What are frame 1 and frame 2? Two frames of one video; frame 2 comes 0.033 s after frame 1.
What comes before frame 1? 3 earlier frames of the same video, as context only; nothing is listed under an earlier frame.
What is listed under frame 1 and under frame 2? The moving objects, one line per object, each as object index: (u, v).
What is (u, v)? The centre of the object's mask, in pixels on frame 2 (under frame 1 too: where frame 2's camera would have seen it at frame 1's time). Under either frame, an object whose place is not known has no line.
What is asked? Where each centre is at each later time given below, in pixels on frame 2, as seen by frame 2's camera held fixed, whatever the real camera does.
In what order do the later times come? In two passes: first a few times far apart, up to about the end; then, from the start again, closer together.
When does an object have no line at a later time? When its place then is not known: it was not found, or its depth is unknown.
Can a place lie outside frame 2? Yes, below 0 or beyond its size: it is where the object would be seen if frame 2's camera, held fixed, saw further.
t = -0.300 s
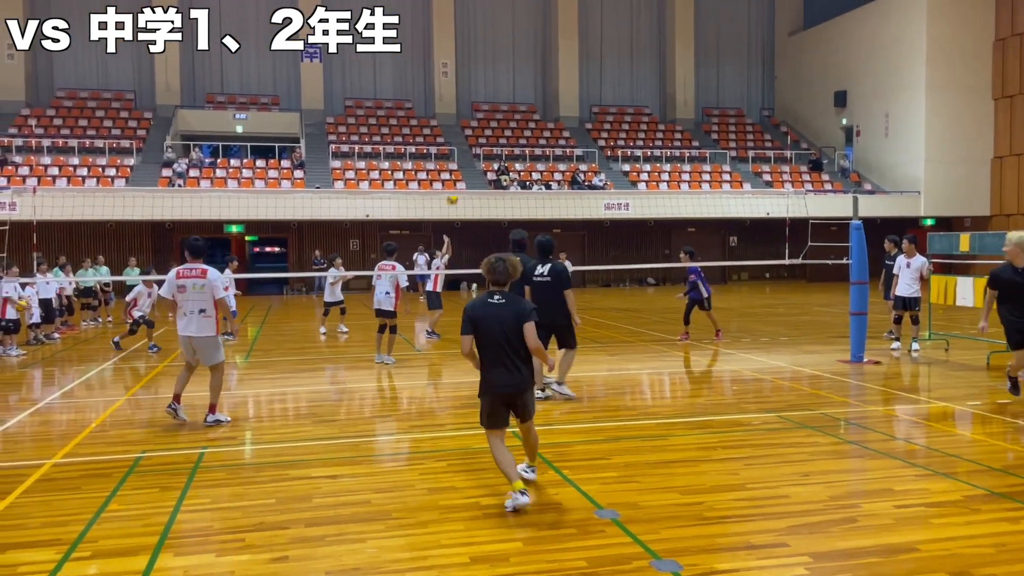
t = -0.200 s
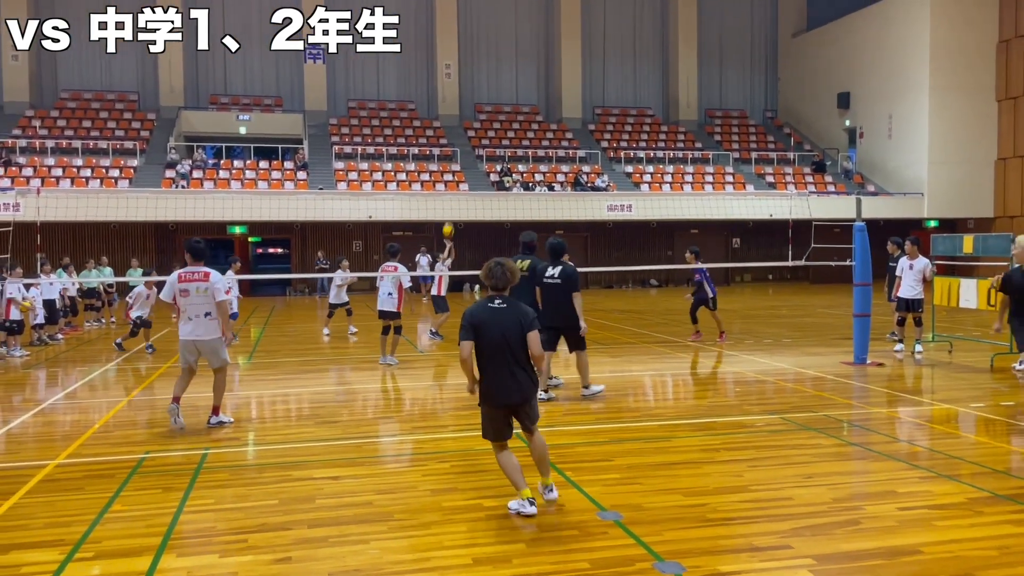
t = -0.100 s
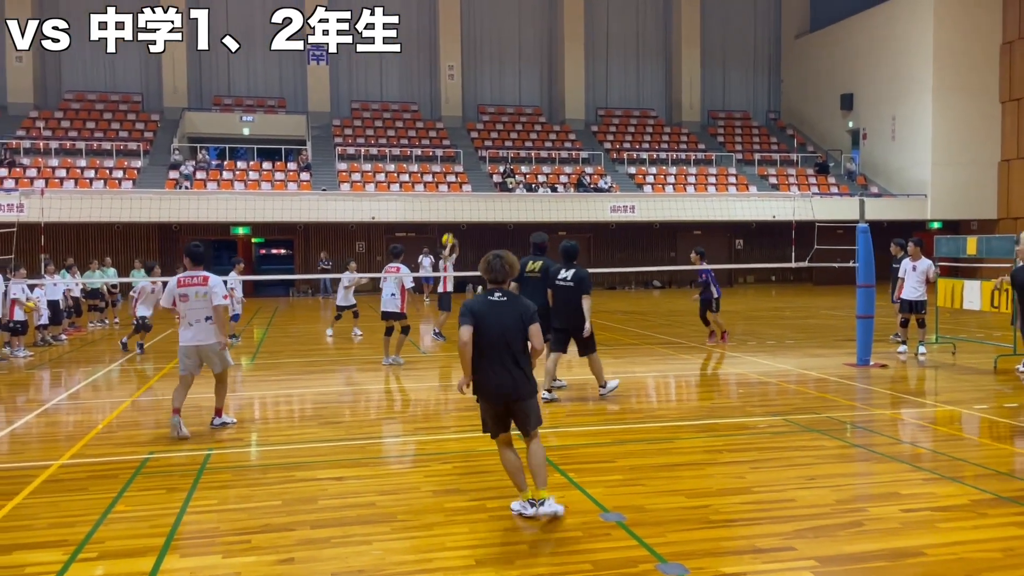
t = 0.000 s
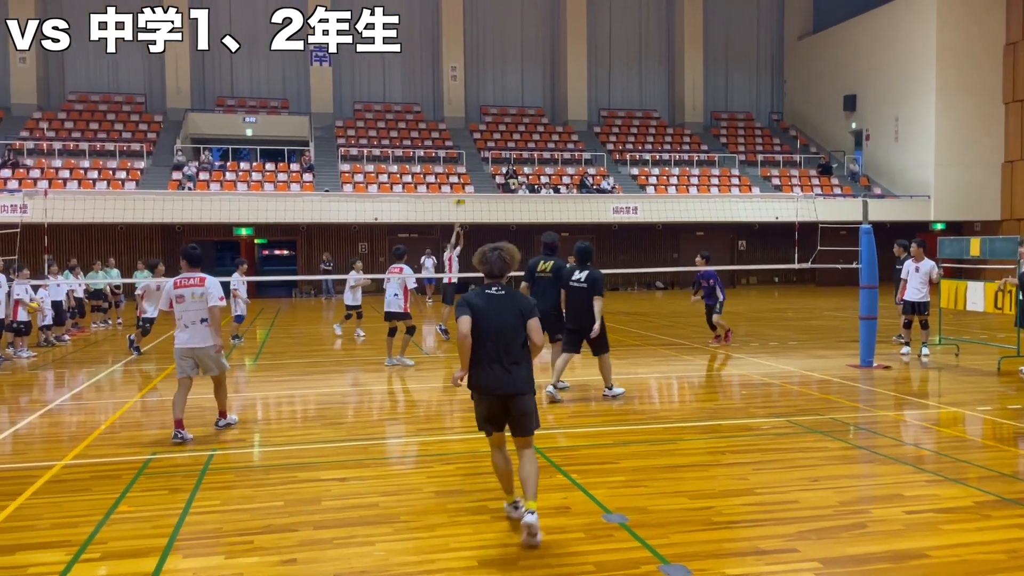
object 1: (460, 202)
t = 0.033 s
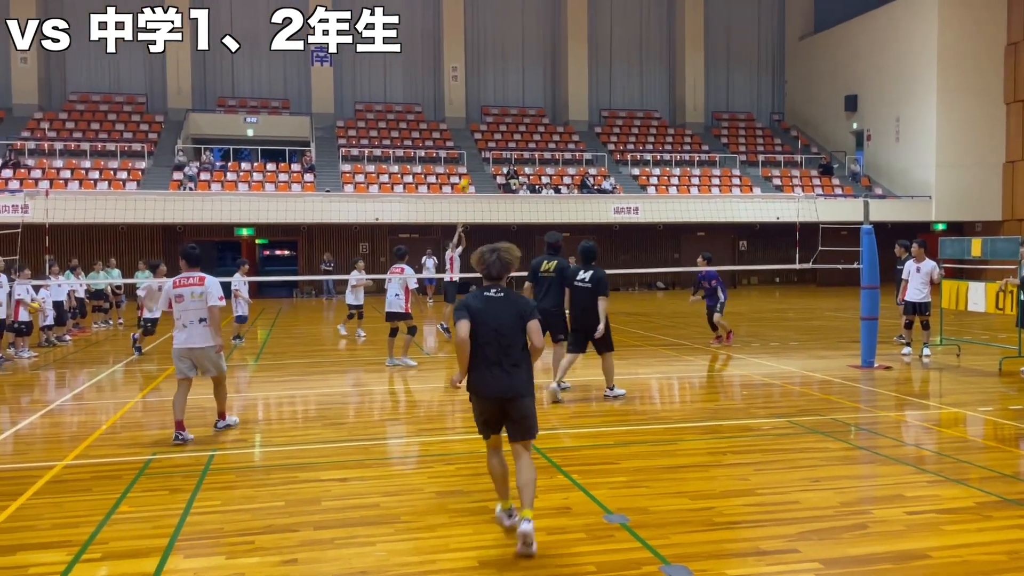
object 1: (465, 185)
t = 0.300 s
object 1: (491, 96)
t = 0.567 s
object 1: (519, 46)
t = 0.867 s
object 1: (552, 40)
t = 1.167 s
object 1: (587, 93)
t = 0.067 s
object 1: (467, 172)
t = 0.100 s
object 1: (471, 159)
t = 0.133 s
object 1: (474, 148)
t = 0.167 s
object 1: (478, 136)
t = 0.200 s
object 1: (481, 125)
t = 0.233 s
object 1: (485, 115)
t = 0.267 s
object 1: (488, 106)
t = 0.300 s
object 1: (491, 96)
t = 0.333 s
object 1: (495, 88)
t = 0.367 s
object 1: (498, 80)
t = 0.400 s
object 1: (502, 72)
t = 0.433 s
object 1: (505, 66)
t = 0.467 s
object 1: (508, 60)
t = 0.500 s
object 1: (512, 55)
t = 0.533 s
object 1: (516, 50)
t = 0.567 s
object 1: (519, 46)
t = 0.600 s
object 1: (523, 43)
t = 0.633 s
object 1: (526, 40)
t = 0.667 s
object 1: (530, 38)
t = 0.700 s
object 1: (534, 36)
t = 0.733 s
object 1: (537, 36)
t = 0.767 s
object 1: (541, 36)
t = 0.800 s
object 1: (544, 37)
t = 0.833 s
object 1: (548, 38)
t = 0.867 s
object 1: (552, 40)
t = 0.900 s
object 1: (556, 43)
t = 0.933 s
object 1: (559, 47)
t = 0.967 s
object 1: (563, 51)
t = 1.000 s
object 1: (567, 56)
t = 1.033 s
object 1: (571, 62)
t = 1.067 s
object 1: (575, 68)
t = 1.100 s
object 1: (579, 76)
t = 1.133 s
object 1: (583, 85)
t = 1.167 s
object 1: (587, 93)
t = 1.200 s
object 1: (591, 104)
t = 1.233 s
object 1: (595, 114)
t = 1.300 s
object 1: (602, 136)
